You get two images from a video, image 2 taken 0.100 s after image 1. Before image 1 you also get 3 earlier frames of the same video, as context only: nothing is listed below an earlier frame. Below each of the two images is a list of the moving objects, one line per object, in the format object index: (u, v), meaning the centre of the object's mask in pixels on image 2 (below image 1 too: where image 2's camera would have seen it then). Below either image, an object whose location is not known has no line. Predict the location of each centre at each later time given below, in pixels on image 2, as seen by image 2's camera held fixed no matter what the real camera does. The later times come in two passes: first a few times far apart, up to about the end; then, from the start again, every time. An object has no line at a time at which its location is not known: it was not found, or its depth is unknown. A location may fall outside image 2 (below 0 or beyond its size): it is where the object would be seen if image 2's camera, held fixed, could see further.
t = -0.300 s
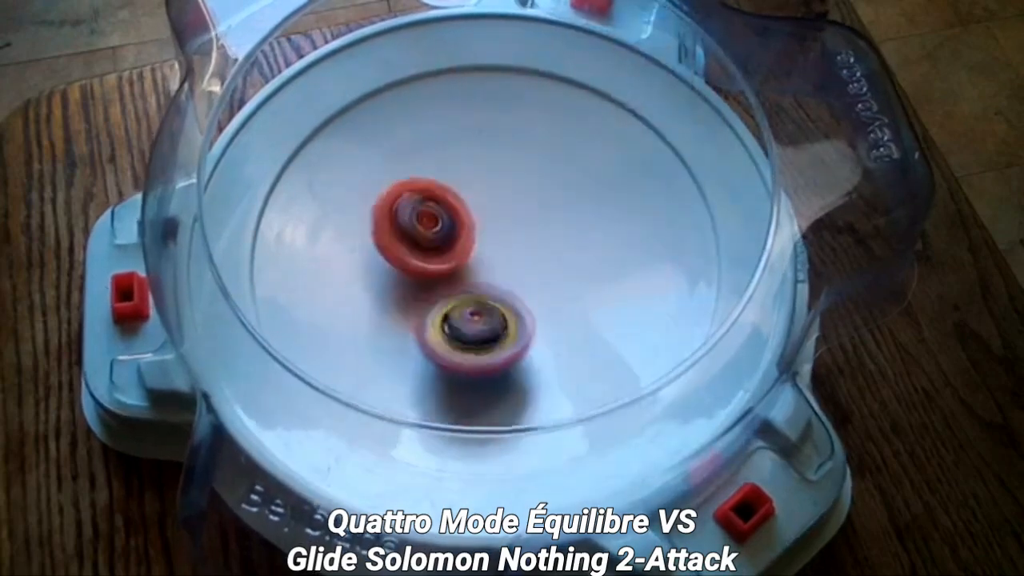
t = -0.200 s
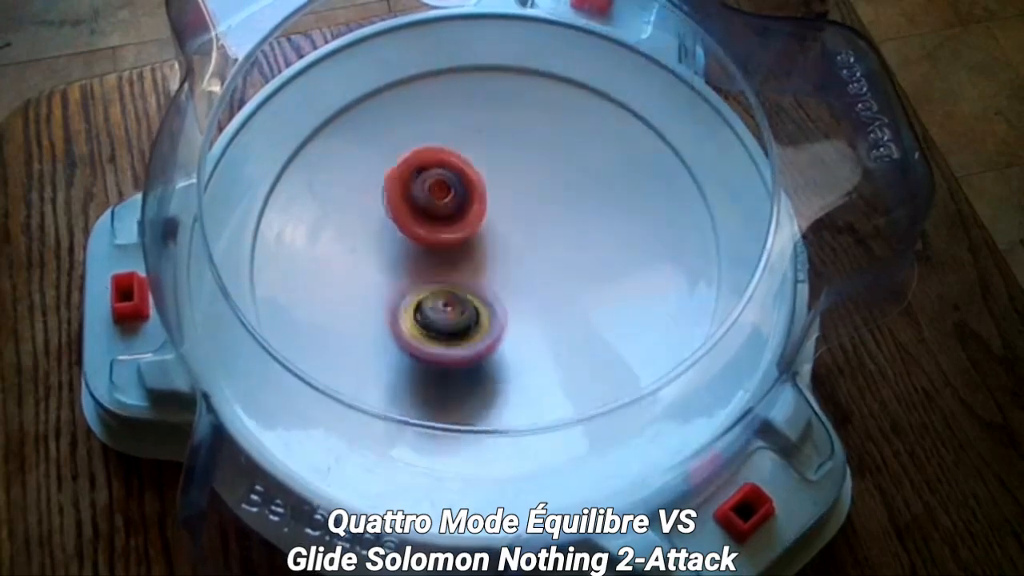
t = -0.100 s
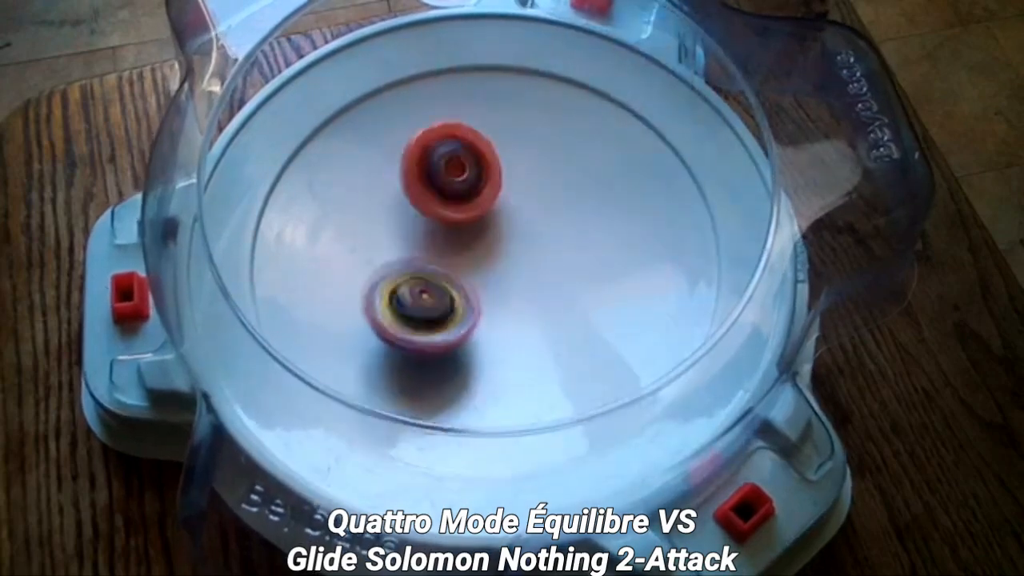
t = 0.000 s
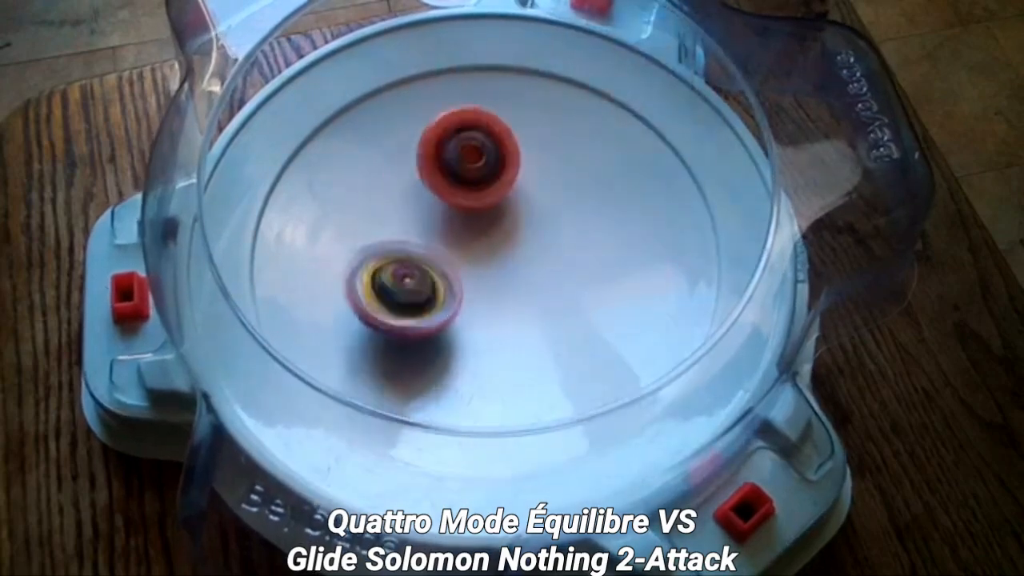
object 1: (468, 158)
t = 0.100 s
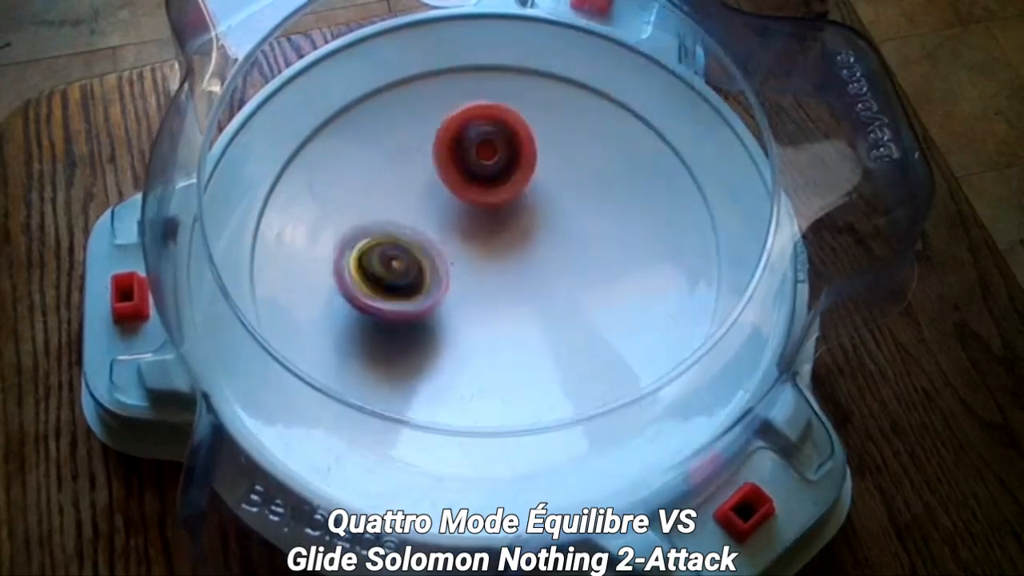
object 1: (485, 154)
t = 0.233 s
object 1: (508, 157)
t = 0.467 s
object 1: (543, 192)
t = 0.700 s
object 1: (556, 253)
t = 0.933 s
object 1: (528, 313)
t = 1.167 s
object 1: (477, 332)
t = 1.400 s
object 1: (430, 307)
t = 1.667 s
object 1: (407, 242)
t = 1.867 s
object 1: (425, 194)
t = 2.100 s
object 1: (475, 170)
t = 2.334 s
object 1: (529, 187)
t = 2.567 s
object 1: (563, 240)
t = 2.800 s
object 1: (547, 298)
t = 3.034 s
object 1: (486, 323)
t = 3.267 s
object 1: (421, 296)
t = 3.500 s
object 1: (402, 237)
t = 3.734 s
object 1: (440, 186)
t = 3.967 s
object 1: (505, 175)
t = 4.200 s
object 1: (557, 214)
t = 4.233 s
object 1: (561, 222)
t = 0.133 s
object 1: (491, 153)
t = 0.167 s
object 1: (496, 154)
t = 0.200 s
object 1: (502, 155)
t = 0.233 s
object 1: (508, 157)
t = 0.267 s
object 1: (513, 160)
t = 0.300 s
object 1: (519, 164)
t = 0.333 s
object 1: (524, 168)
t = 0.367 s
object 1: (530, 173)
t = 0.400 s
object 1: (535, 178)
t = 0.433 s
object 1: (539, 185)
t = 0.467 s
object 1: (543, 192)
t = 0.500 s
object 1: (547, 200)
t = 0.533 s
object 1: (550, 208)
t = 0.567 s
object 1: (553, 217)
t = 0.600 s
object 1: (555, 226)
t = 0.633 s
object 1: (556, 234)
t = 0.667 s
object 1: (557, 244)
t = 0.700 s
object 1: (556, 253)
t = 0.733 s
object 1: (554, 263)
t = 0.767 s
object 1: (552, 272)
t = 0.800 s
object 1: (549, 282)
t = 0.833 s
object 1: (545, 291)
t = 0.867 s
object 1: (540, 299)
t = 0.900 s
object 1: (535, 307)
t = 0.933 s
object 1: (528, 313)
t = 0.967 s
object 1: (522, 319)
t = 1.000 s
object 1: (514, 323)
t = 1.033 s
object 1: (505, 327)
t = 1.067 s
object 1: (498, 329)
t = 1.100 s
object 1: (491, 330)
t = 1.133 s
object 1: (484, 332)
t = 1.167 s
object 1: (477, 332)
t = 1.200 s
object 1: (470, 330)
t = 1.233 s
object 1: (462, 328)
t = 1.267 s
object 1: (455, 326)
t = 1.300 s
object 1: (448, 323)
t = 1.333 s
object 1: (442, 319)
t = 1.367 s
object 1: (436, 313)
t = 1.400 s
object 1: (430, 307)
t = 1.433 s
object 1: (424, 301)
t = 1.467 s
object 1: (419, 294)
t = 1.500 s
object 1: (416, 286)
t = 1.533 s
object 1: (413, 277)
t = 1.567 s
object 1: (410, 268)
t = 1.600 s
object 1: (408, 260)
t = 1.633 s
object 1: (407, 251)
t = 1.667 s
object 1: (407, 242)
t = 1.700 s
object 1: (408, 232)
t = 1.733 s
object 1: (410, 223)
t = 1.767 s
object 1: (412, 215)
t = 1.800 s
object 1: (416, 208)
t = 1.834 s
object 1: (420, 201)
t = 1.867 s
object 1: (425, 194)
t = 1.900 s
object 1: (431, 188)
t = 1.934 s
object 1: (437, 183)
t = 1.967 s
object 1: (444, 179)
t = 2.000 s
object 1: (452, 175)
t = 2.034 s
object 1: (459, 173)
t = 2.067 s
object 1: (466, 172)
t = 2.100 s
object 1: (475, 170)
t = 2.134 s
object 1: (483, 171)
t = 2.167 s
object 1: (491, 171)
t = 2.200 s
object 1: (499, 173)
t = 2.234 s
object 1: (507, 175)
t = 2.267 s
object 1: (515, 178)
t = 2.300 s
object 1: (522, 182)
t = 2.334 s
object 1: (529, 187)
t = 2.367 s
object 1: (536, 193)
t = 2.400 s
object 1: (543, 199)
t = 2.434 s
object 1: (549, 207)
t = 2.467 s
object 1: (554, 215)
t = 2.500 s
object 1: (557, 223)
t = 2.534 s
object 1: (561, 231)
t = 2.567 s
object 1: (563, 240)
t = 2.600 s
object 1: (564, 248)
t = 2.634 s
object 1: (564, 257)
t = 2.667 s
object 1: (562, 266)
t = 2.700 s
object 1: (560, 275)
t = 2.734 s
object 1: (556, 284)
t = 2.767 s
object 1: (552, 291)
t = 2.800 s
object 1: (547, 298)
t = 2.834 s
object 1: (540, 305)
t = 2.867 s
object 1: (533, 311)
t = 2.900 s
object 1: (524, 316)
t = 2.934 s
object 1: (515, 319)
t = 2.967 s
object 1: (506, 321)
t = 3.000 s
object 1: (496, 323)
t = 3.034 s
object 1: (486, 323)
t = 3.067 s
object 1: (475, 323)
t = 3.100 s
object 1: (465, 321)
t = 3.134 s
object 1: (456, 317)
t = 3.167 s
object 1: (446, 313)
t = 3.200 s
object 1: (437, 309)
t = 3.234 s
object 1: (429, 302)
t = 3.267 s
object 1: (421, 296)
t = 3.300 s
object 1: (415, 289)
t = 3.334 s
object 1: (410, 281)
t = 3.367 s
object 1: (405, 272)
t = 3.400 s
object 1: (403, 264)
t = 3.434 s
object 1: (402, 254)
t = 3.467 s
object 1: (401, 246)
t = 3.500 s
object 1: (402, 237)
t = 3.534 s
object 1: (404, 228)
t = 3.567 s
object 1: (408, 220)
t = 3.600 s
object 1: (412, 212)
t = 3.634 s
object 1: (417, 205)
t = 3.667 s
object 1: (424, 198)
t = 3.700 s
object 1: (431, 192)
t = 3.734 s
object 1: (440, 186)
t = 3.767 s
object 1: (448, 182)
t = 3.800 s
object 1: (457, 178)
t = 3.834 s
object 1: (466, 176)
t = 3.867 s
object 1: (476, 174)
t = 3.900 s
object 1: (486, 173)
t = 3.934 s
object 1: (496, 174)
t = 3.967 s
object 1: (505, 175)
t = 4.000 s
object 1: (515, 178)
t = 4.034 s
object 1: (524, 182)
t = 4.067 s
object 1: (531, 185)
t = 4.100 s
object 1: (539, 192)
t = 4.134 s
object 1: (546, 199)
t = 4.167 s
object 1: (552, 206)
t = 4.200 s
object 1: (557, 214)
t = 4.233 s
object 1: (561, 222)
